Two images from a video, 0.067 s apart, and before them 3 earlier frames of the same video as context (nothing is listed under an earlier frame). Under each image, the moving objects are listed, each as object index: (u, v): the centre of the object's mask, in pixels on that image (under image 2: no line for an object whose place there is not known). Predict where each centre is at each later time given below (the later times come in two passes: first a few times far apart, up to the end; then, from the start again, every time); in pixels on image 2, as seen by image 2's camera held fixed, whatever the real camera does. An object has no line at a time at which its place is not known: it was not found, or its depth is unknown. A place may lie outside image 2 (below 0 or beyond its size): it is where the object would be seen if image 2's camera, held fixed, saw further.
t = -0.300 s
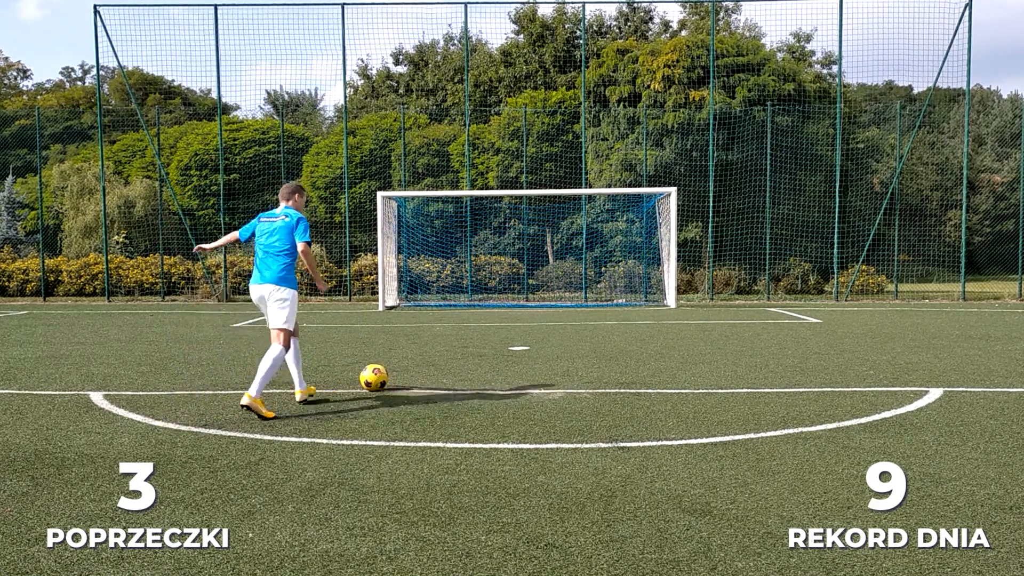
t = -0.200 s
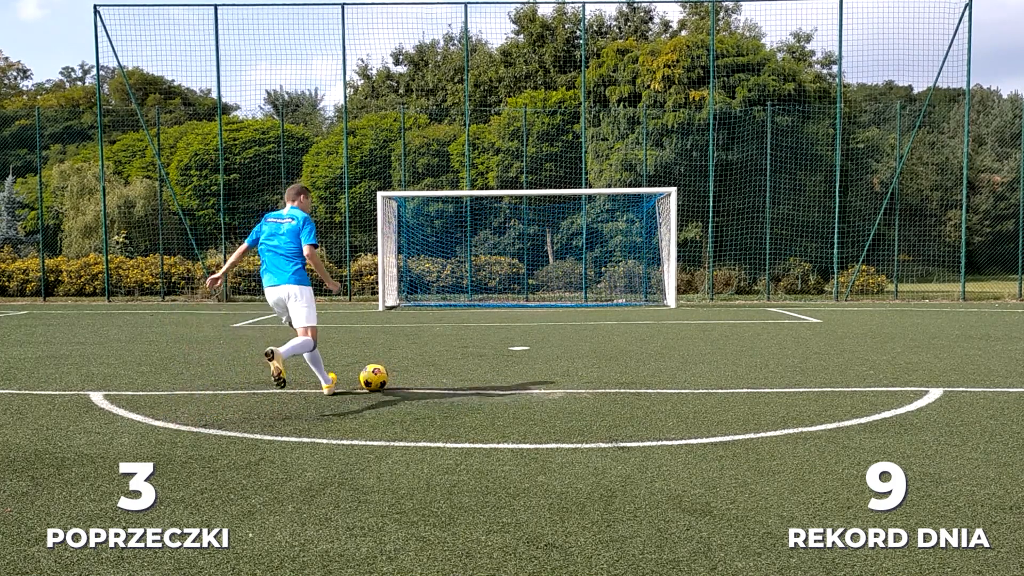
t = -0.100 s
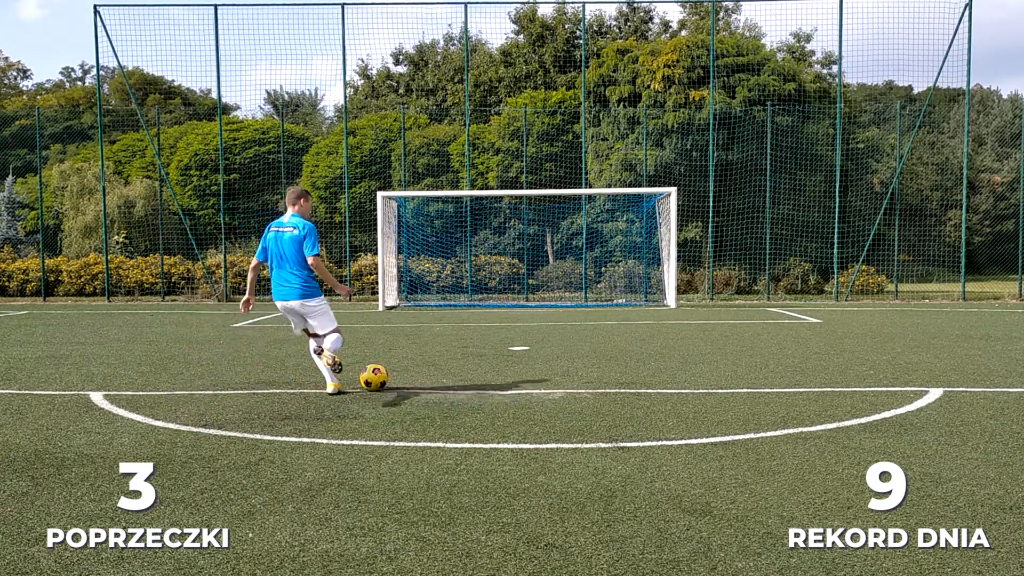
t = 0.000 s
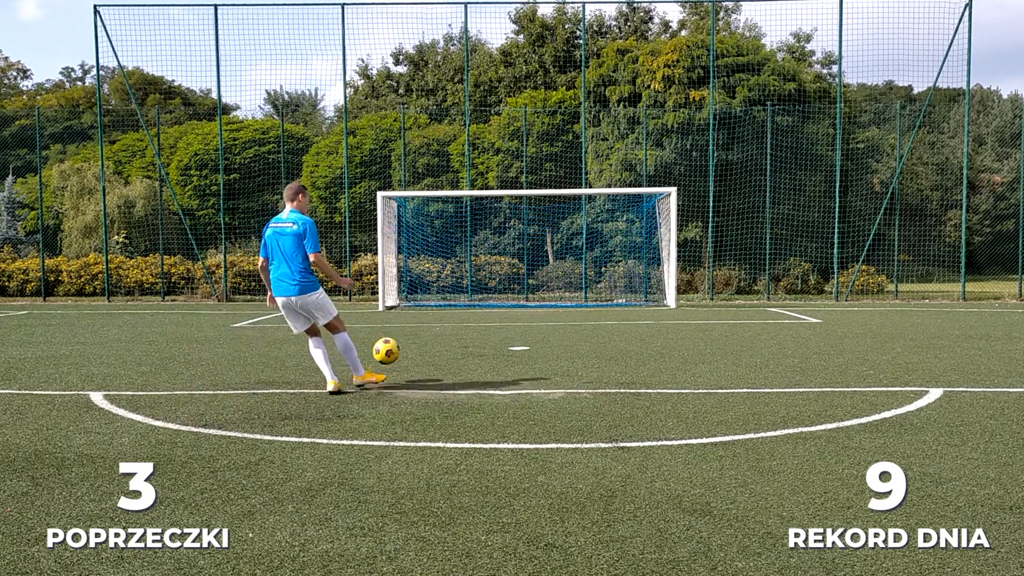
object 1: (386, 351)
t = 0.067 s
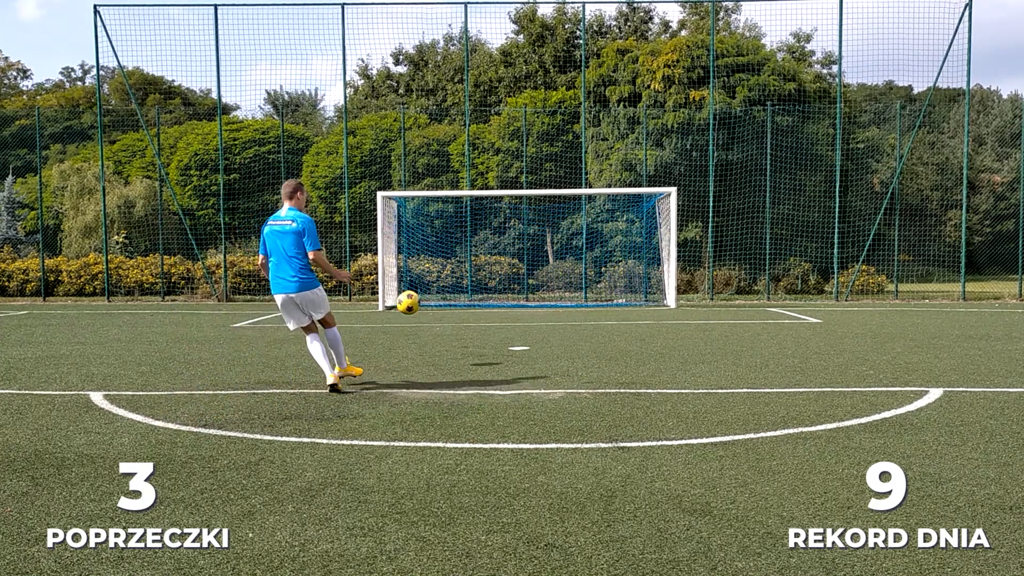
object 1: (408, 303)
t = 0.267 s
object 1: (450, 223)
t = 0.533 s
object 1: (479, 195)
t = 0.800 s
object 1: (494, 275)
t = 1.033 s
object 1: (498, 228)
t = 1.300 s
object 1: (500, 144)
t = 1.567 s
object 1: (503, 99)
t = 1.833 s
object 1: (506, 96)
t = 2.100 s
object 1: (509, 138)
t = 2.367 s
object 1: (512, 224)
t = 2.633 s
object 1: (516, 287)
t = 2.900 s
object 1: (518, 210)
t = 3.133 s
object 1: (521, 180)
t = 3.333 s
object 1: (524, 183)
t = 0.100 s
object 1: (417, 283)
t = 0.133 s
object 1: (425, 267)
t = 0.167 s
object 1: (432, 254)
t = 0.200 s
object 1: (439, 241)
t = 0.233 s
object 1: (445, 231)
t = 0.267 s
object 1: (450, 223)
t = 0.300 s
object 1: (455, 216)
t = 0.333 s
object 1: (459, 210)
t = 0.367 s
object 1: (463, 206)
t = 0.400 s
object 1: (467, 202)
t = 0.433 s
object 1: (471, 200)
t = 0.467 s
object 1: (474, 198)
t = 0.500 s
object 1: (477, 196)
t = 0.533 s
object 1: (479, 195)
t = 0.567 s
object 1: (482, 195)
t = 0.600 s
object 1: (484, 196)
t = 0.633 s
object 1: (487, 197)
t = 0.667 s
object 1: (489, 200)
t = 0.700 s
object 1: (491, 218)
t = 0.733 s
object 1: (492, 237)
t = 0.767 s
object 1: (493, 256)
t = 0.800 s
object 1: (494, 275)
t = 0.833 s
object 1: (496, 295)
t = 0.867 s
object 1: (497, 299)
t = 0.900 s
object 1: (497, 284)
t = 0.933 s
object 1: (497, 269)
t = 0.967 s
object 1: (498, 255)
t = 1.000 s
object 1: (497, 241)
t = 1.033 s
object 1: (498, 228)
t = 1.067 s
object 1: (498, 216)
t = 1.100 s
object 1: (498, 204)
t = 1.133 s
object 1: (499, 193)
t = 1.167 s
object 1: (499, 182)
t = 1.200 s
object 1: (499, 171)
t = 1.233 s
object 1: (499, 161)
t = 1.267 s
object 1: (500, 152)
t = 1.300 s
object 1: (500, 144)
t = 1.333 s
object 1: (500, 136)
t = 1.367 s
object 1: (501, 129)
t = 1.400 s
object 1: (501, 122)
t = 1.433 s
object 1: (501, 116)
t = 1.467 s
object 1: (502, 111)
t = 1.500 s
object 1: (502, 106)
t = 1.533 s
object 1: (502, 102)
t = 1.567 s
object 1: (503, 99)
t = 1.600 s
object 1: (504, 97)
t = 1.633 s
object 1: (504, 95)
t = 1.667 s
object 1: (505, 94)
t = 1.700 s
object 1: (505, 93)
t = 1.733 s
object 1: (505, 93)
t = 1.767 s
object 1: (505, 93)
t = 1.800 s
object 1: (506, 95)
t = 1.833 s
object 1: (506, 96)
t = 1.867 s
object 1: (506, 99)
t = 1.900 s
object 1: (506, 103)
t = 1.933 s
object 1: (506, 107)
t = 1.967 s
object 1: (508, 111)
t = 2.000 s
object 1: (508, 117)
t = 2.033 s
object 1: (509, 123)
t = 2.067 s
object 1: (509, 131)
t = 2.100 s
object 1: (509, 138)
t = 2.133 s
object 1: (509, 147)
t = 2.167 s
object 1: (510, 156)
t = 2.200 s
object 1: (510, 165)
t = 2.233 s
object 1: (511, 176)
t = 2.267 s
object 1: (511, 187)
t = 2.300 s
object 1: (512, 199)
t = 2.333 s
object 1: (512, 211)
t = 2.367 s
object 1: (512, 224)
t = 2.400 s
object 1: (513, 239)
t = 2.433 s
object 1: (513, 253)
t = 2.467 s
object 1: (514, 268)
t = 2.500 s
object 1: (514, 284)
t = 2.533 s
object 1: (515, 301)
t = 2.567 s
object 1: (515, 314)
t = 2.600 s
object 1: (515, 300)
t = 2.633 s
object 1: (516, 287)
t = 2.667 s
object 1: (516, 275)
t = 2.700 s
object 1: (517, 263)
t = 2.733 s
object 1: (517, 253)
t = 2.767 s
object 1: (517, 243)
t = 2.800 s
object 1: (517, 233)
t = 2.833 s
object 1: (517, 224)
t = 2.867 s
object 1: (518, 217)
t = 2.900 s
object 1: (518, 210)
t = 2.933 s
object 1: (519, 203)
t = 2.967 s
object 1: (519, 198)
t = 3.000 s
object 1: (519, 193)
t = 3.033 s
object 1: (520, 188)
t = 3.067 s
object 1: (520, 184)
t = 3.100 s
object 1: (521, 182)
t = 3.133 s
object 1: (521, 180)
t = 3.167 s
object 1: (521, 178)
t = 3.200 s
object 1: (522, 178)
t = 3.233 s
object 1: (522, 178)
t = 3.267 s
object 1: (522, 179)
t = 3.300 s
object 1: (523, 181)
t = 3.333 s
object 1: (524, 183)
